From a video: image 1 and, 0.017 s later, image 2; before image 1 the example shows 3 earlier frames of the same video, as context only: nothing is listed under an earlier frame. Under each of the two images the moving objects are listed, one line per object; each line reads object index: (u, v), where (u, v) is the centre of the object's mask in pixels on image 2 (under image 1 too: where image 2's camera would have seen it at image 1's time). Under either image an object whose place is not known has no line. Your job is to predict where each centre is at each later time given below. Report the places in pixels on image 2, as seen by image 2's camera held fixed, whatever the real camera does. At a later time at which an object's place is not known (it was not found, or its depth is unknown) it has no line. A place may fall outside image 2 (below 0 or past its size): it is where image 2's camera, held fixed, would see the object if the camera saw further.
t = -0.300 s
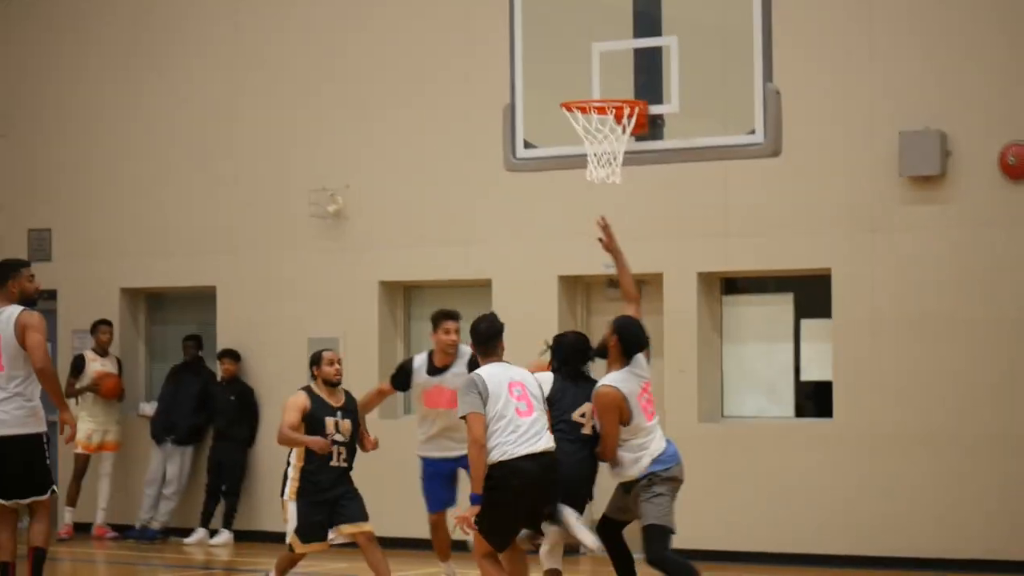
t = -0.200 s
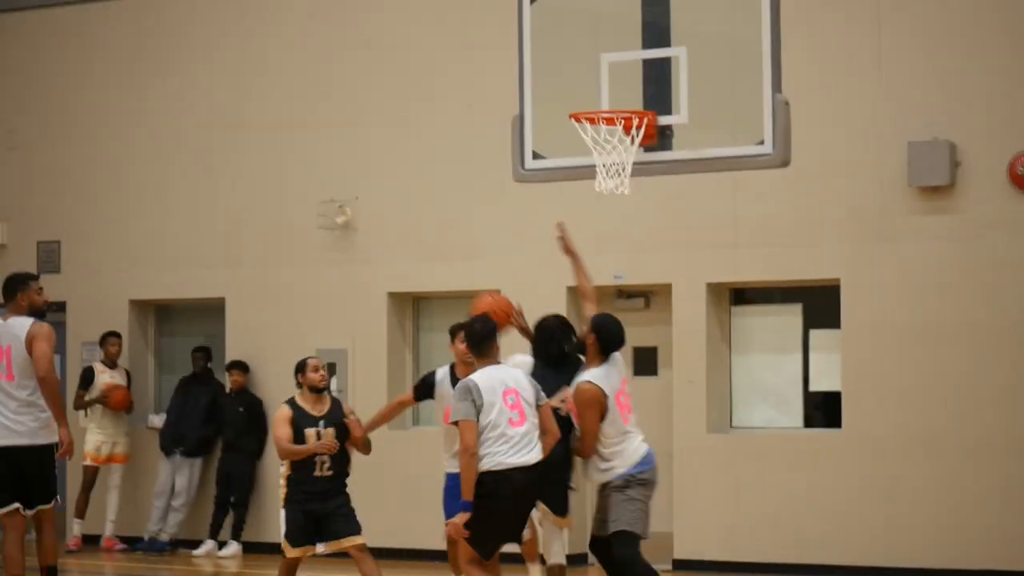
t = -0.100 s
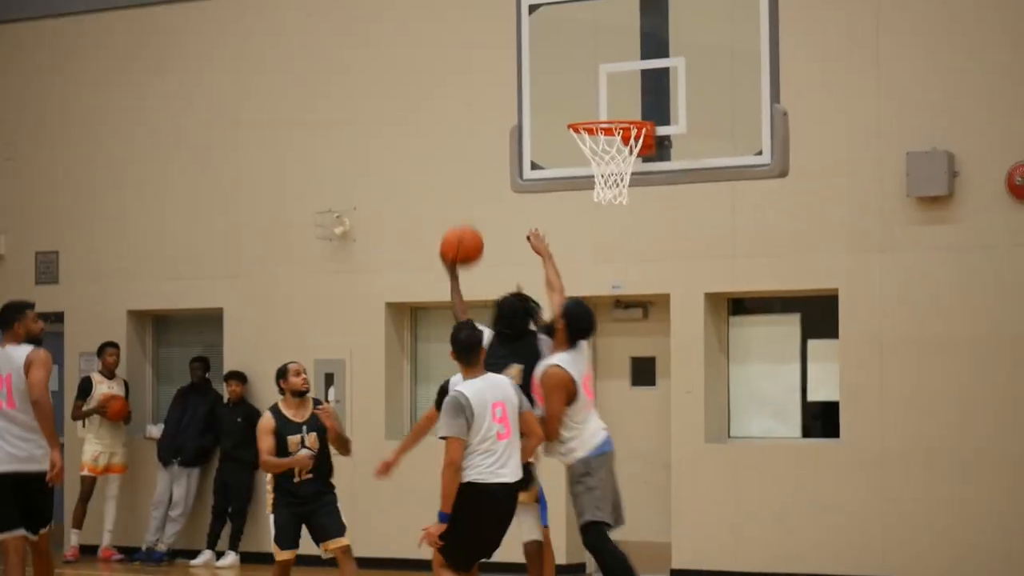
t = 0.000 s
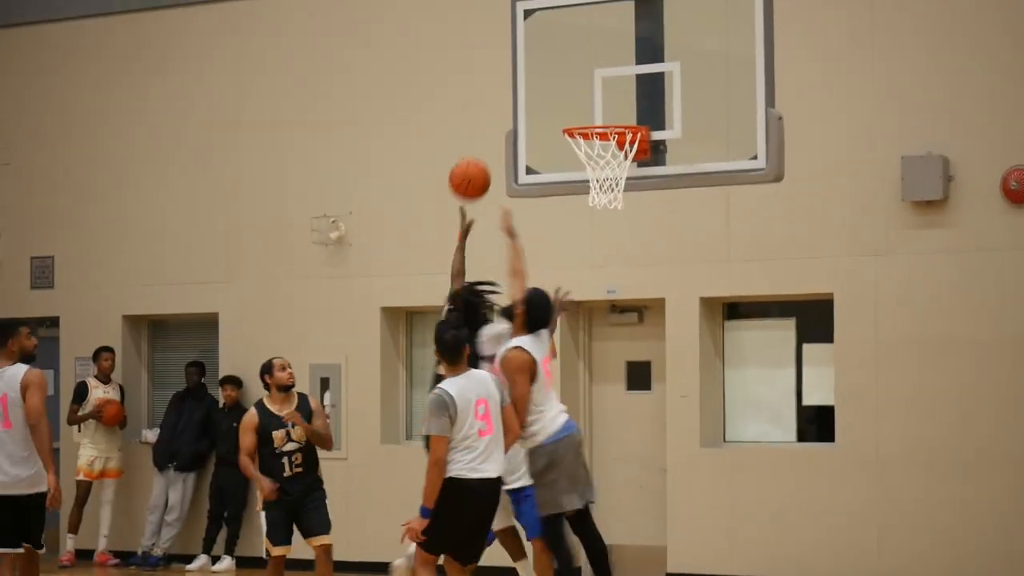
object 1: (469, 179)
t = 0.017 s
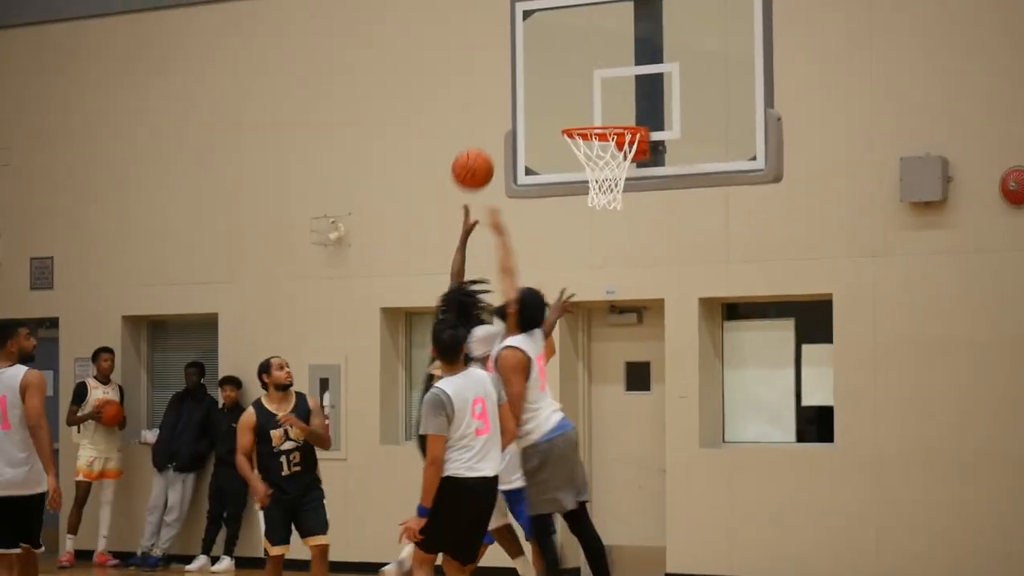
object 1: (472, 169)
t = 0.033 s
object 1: (476, 159)
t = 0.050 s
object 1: (479, 150)
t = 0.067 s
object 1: (483, 141)
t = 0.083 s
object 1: (487, 133)
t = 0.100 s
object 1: (491, 125)
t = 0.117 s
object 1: (495, 119)
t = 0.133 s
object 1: (498, 112)
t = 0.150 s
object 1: (501, 106)
